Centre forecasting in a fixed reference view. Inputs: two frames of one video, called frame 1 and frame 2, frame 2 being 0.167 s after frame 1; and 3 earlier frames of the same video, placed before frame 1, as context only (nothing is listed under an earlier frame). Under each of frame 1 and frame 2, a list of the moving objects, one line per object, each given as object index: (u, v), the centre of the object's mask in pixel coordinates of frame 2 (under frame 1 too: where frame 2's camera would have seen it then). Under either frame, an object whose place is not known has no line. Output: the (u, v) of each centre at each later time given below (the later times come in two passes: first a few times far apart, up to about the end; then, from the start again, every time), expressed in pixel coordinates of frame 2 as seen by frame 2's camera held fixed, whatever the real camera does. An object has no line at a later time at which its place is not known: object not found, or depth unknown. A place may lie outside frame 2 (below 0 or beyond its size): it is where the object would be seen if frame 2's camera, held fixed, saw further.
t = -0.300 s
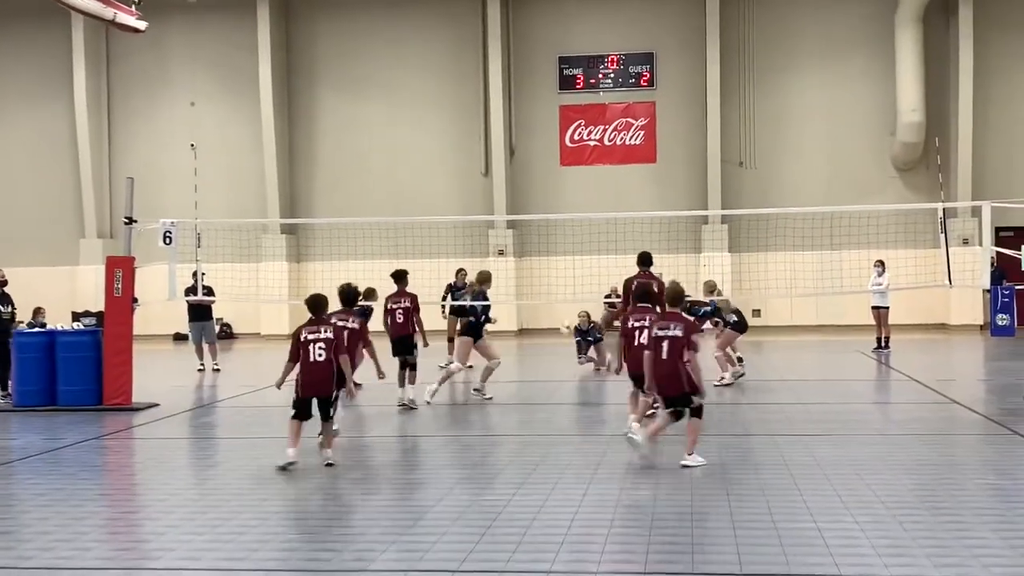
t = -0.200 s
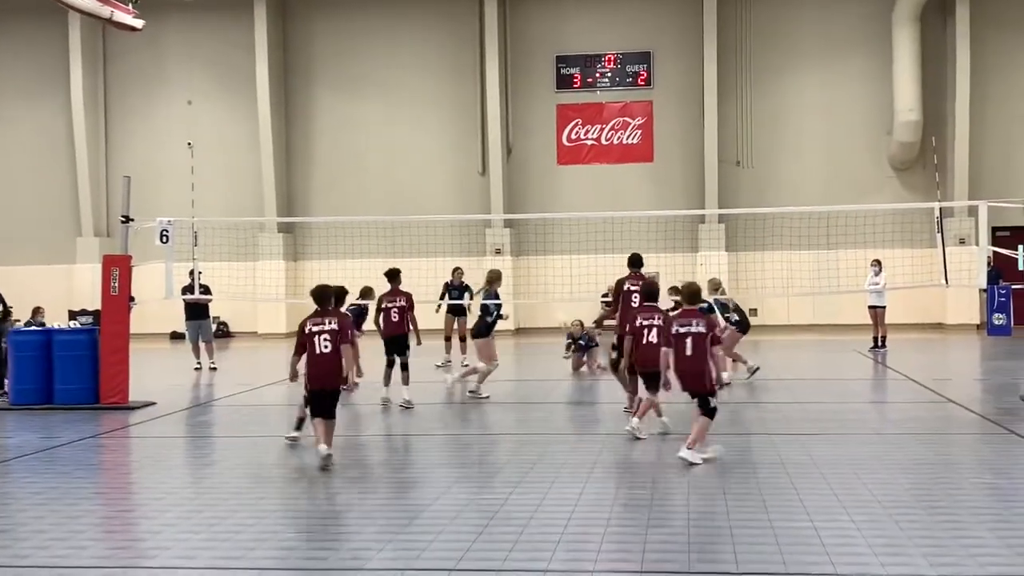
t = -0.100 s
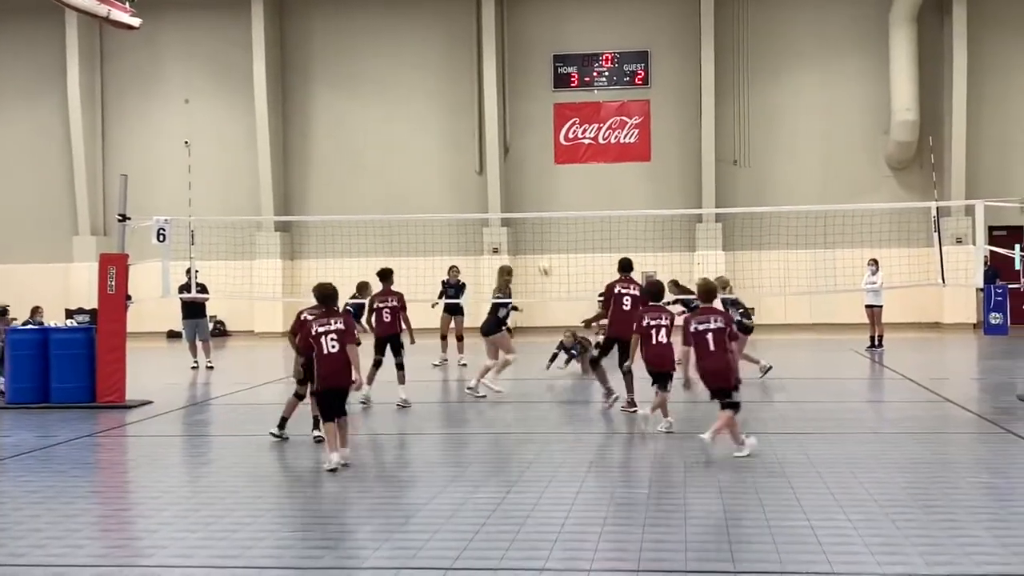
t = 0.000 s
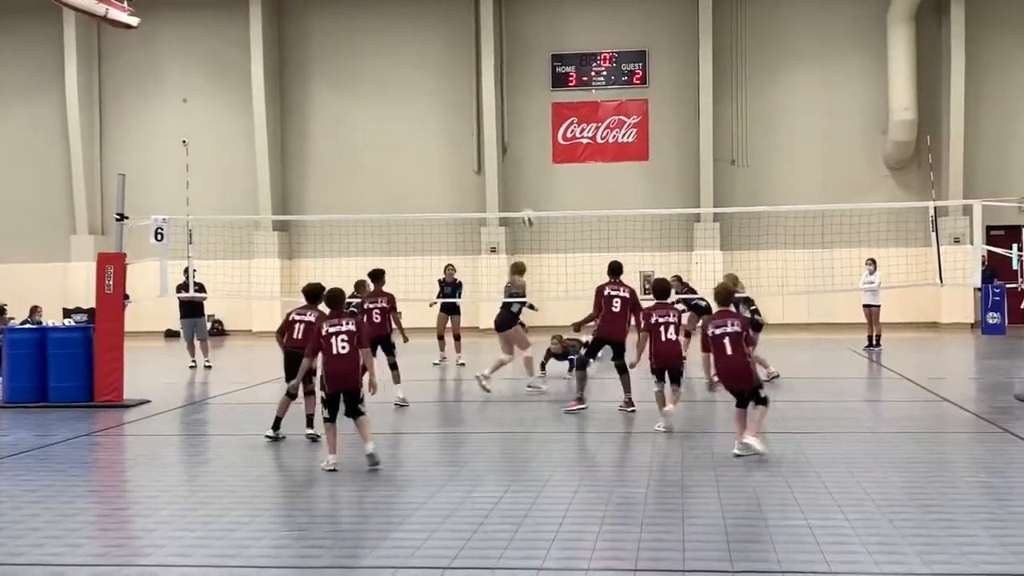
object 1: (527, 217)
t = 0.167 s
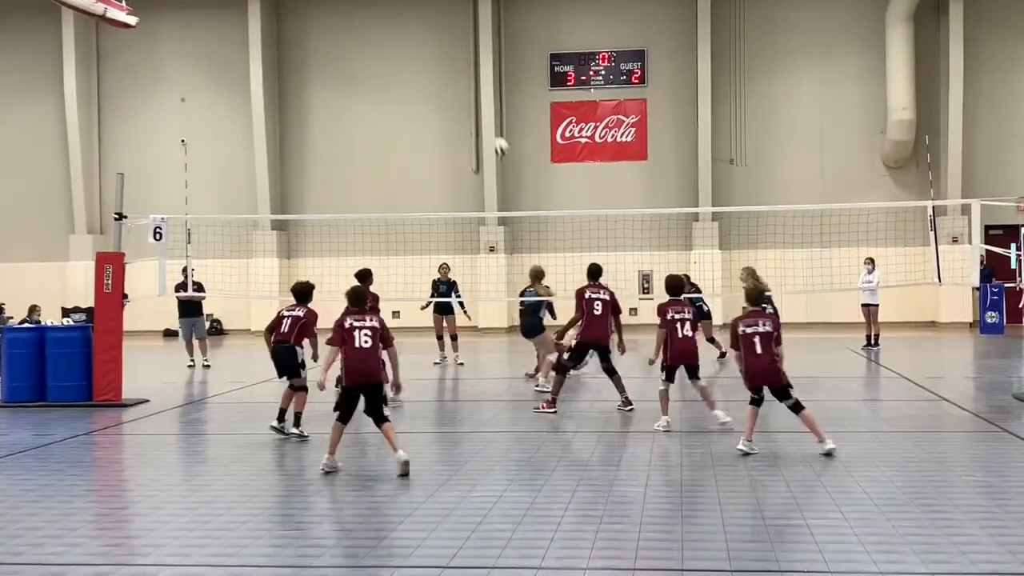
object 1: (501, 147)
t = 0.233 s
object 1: (490, 122)
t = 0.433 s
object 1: (457, 64)
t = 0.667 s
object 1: (418, 29)
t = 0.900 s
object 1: (377, 34)
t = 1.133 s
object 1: (332, 87)
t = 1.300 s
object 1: (296, 157)
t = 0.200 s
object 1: (496, 133)
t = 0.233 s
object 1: (490, 122)
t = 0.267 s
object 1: (484, 112)
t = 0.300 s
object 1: (476, 100)
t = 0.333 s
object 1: (473, 90)
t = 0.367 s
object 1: (468, 80)
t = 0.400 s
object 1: (462, 71)
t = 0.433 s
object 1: (457, 64)
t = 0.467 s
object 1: (452, 56)
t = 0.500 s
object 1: (447, 51)
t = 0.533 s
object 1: (441, 45)
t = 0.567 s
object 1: (435, 40)
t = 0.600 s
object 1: (430, 36)
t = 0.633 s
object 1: (425, 32)
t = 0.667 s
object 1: (418, 29)
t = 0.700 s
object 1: (413, 28)
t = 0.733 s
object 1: (407, 26)
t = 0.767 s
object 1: (401, 27)
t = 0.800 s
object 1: (395, 27)
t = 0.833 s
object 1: (389, 28)
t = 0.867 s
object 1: (383, 31)
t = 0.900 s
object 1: (377, 34)
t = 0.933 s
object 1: (371, 39)
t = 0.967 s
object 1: (365, 44)
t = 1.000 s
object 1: (358, 49)
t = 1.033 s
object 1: (352, 58)
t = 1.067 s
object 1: (345, 67)
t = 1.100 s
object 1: (339, 74)
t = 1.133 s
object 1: (332, 87)
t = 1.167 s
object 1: (326, 98)
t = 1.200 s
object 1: (318, 112)
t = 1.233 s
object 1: (311, 125)
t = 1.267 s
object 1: (304, 139)
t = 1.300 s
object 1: (296, 157)
